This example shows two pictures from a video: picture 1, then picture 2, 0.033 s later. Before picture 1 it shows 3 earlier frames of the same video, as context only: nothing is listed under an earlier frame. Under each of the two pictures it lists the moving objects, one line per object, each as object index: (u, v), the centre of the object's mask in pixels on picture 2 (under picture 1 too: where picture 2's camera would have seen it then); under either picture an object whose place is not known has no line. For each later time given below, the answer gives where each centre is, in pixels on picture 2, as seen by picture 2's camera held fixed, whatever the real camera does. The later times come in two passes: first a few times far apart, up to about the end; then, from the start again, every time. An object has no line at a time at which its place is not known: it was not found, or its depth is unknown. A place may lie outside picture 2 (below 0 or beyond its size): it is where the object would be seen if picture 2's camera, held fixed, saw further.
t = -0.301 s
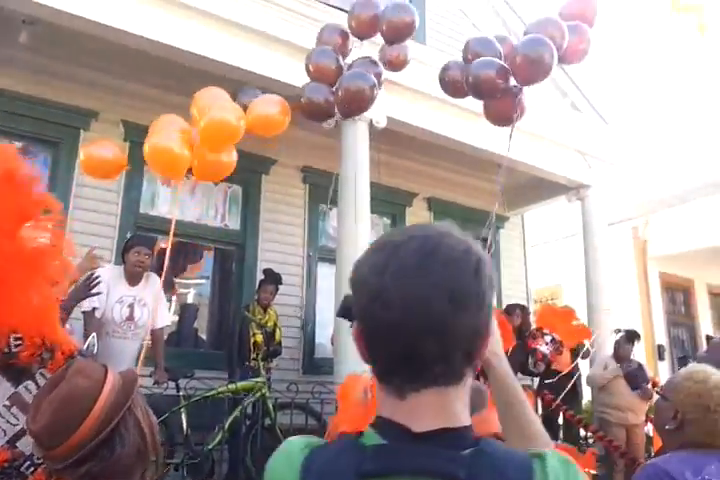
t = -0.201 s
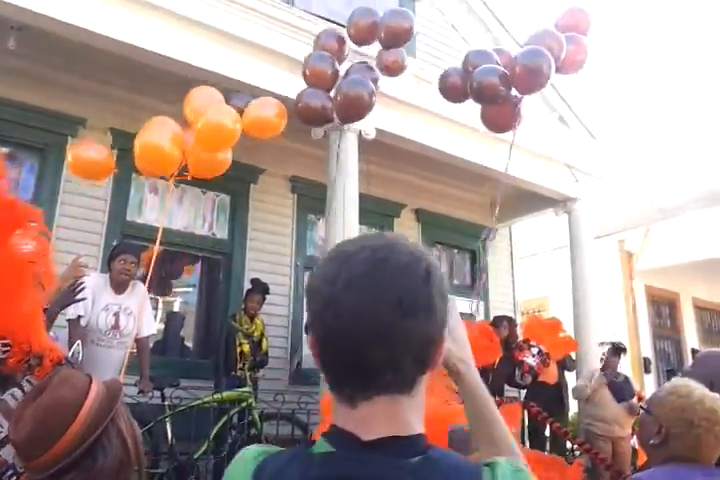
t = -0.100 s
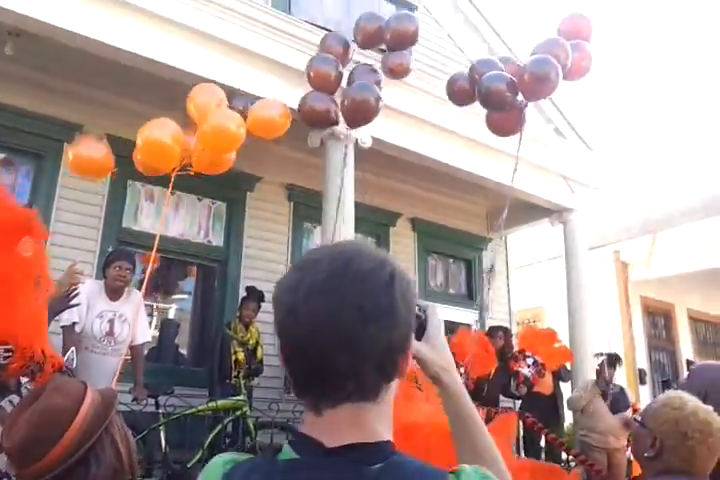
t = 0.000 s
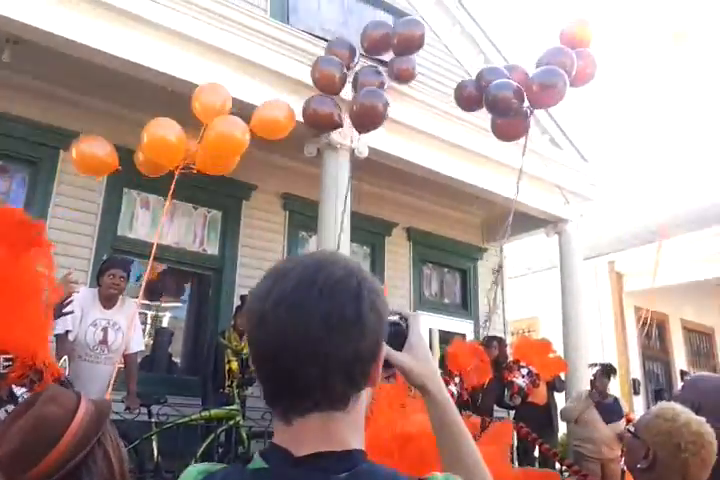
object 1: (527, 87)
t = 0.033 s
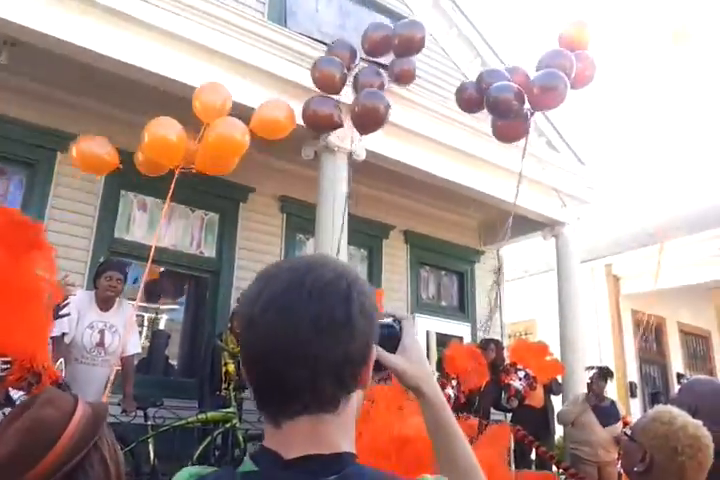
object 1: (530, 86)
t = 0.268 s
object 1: (544, 83)
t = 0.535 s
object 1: (562, 70)
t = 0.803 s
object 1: (573, 54)
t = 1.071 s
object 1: (580, 40)
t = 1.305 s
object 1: (585, 28)
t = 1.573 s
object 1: (592, 18)
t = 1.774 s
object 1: (595, 14)
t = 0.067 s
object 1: (533, 85)
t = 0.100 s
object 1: (536, 85)
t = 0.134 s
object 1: (539, 83)
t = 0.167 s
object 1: (542, 82)
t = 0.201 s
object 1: (543, 81)
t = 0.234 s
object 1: (546, 79)
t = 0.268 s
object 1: (544, 83)
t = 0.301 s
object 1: (547, 81)
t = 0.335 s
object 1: (550, 80)
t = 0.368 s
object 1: (552, 78)
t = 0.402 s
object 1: (554, 77)
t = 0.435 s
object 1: (556, 76)
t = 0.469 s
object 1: (558, 74)
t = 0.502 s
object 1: (559, 72)
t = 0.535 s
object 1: (562, 70)
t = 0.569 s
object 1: (563, 68)
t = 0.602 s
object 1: (565, 67)
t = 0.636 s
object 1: (566, 65)
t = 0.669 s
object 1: (567, 63)
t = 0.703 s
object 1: (568, 61)
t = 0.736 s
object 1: (570, 58)
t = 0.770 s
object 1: (572, 56)
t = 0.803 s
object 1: (573, 54)
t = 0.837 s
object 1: (574, 53)
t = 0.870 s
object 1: (575, 50)
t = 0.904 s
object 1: (576, 48)
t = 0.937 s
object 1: (577, 46)
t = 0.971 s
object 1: (577, 44)
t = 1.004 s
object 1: (578, 43)
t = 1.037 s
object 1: (579, 41)
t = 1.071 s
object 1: (580, 40)
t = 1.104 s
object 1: (581, 38)
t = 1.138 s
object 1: (582, 36)
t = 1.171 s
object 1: (582, 35)
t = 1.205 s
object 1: (583, 33)
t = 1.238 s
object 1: (584, 32)
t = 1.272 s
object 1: (585, 29)
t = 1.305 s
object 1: (585, 28)
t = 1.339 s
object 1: (587, 26)
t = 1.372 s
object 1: (588, 25)
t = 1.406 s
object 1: (589, 25)
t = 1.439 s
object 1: (589, 25)
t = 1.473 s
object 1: (590, 23)
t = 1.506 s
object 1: (591, 21)
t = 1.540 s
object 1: (592, 20)
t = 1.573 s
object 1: (592, 18)
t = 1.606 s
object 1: (592, 18)
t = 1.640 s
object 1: (593, 17)
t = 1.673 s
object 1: (593, 16)
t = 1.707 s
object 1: (593, 16)
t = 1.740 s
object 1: (594, 15)
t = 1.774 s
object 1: (595, 14)
